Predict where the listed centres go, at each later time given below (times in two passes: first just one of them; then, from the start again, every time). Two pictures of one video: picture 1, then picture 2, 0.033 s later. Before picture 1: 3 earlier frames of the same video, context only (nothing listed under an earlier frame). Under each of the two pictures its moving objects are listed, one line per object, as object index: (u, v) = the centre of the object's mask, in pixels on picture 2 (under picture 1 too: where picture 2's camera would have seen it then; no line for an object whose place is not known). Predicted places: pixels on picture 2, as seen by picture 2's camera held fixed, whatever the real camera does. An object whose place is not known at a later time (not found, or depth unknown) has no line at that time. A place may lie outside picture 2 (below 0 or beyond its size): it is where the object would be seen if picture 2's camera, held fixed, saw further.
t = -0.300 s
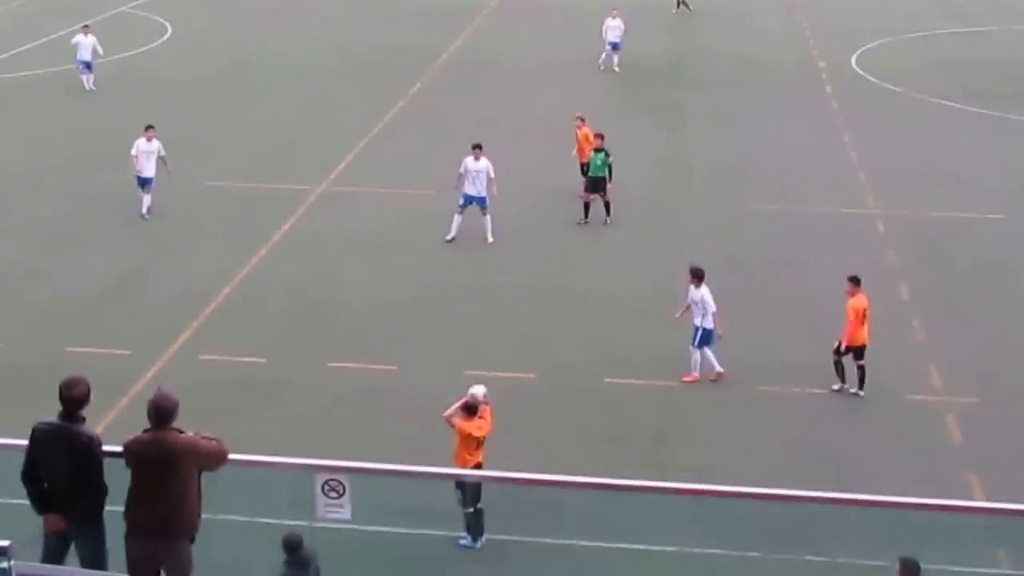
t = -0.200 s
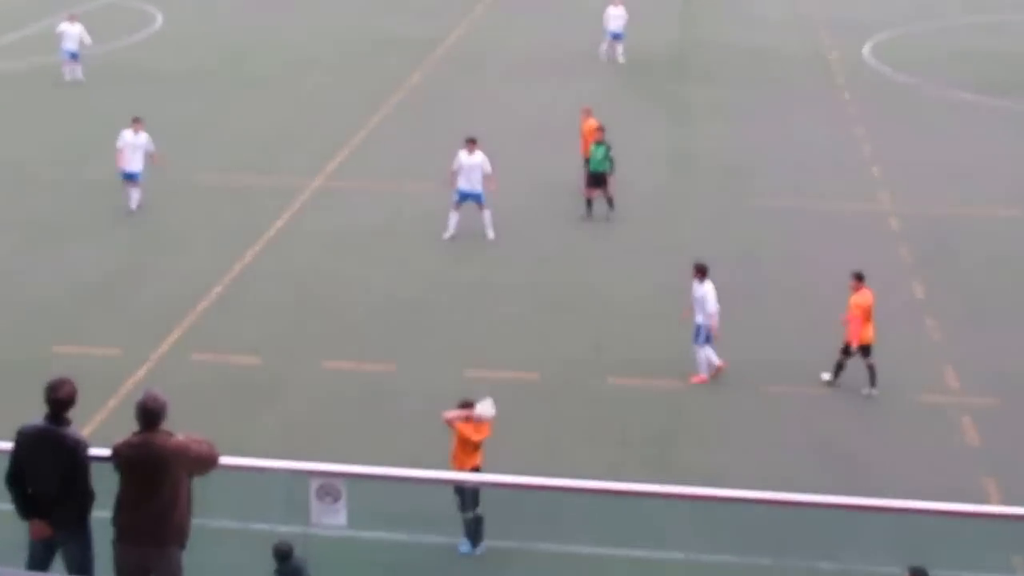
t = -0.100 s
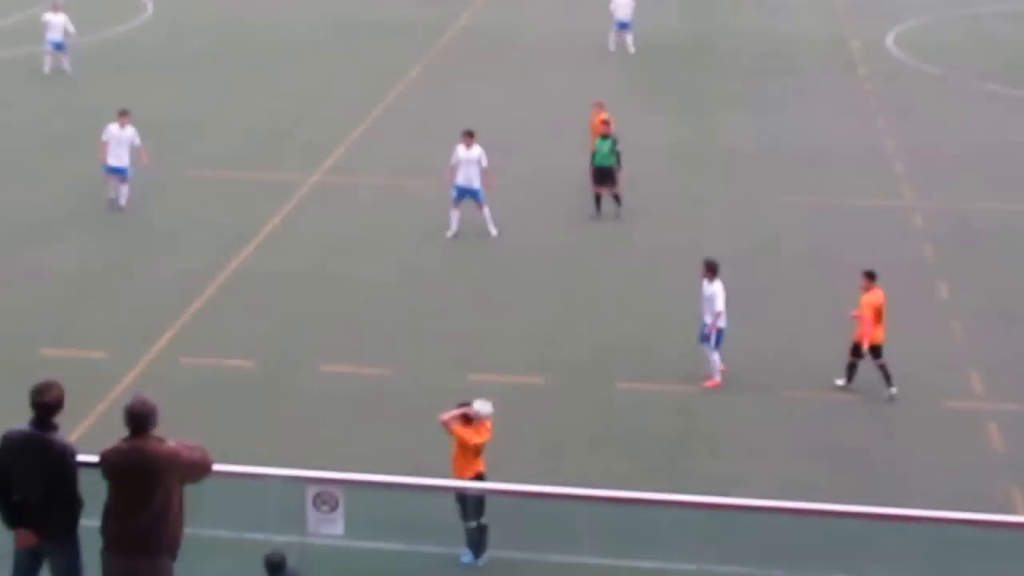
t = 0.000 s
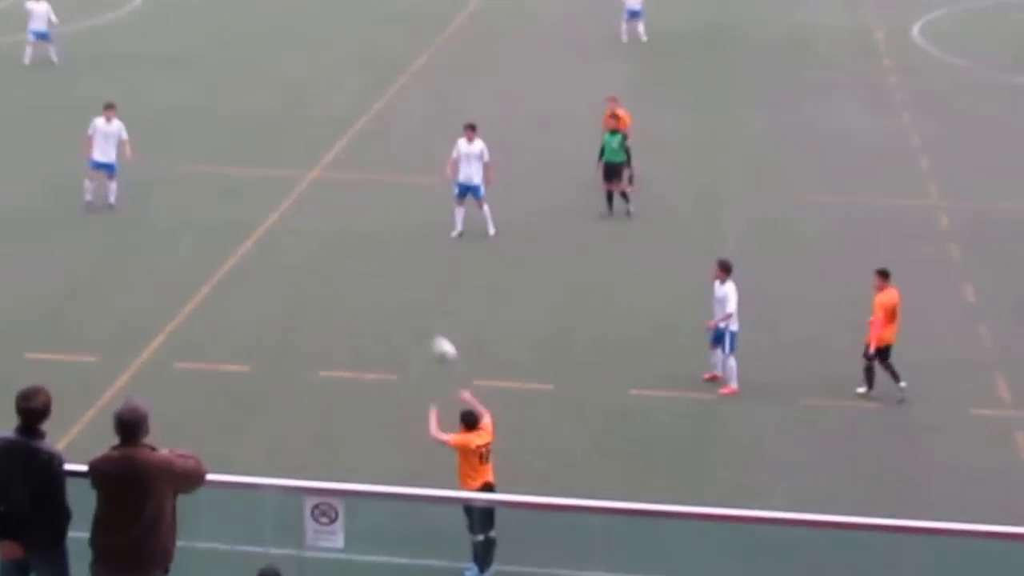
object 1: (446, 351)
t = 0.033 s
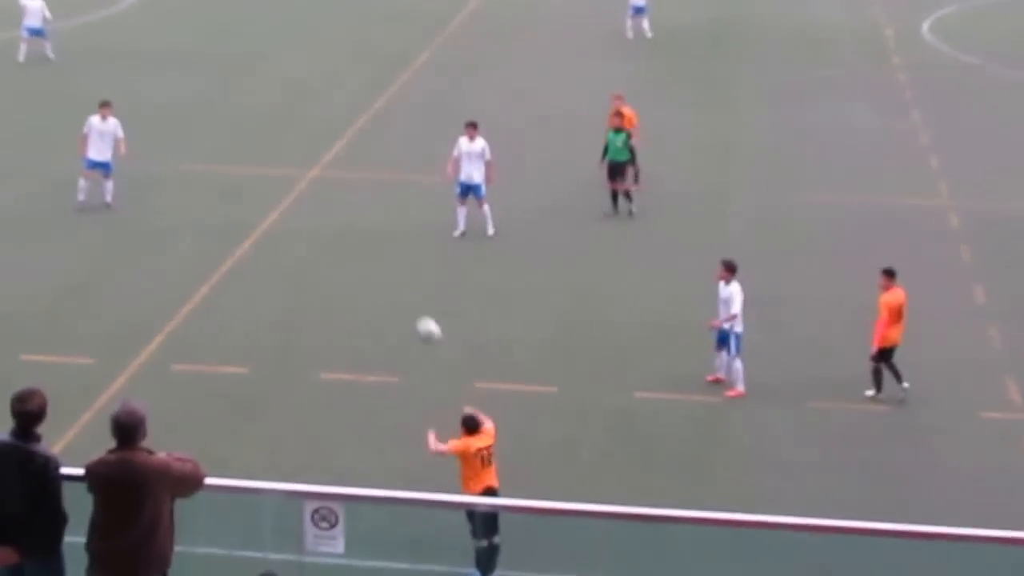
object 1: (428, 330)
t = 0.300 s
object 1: (302, 206)
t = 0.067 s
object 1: (411, 309)
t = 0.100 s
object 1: (395, 291)
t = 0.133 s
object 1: (379, 273)
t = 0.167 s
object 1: (363, 256)
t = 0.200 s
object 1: (347, 242)
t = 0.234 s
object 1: (331, 229)
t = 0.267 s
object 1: (316, 216)
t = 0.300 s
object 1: (302, 206)
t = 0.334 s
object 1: (287, 196)
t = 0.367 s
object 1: (273, 187)
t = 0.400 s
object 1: (260, 180)
